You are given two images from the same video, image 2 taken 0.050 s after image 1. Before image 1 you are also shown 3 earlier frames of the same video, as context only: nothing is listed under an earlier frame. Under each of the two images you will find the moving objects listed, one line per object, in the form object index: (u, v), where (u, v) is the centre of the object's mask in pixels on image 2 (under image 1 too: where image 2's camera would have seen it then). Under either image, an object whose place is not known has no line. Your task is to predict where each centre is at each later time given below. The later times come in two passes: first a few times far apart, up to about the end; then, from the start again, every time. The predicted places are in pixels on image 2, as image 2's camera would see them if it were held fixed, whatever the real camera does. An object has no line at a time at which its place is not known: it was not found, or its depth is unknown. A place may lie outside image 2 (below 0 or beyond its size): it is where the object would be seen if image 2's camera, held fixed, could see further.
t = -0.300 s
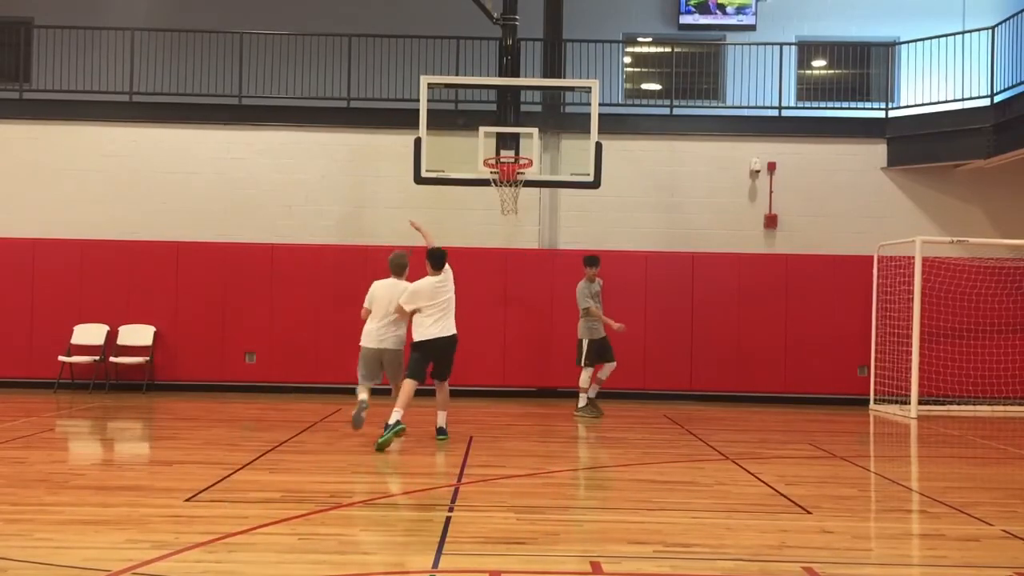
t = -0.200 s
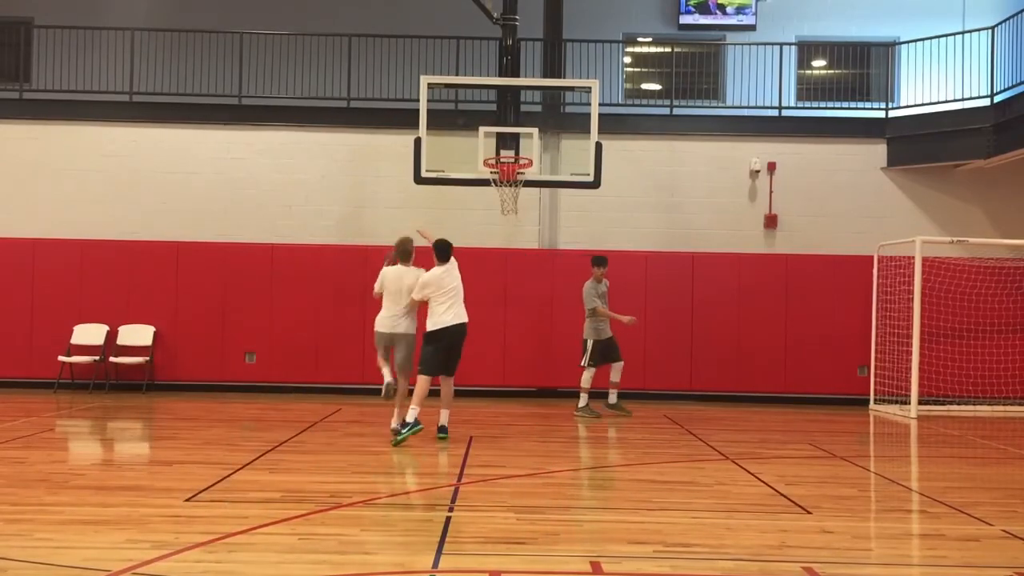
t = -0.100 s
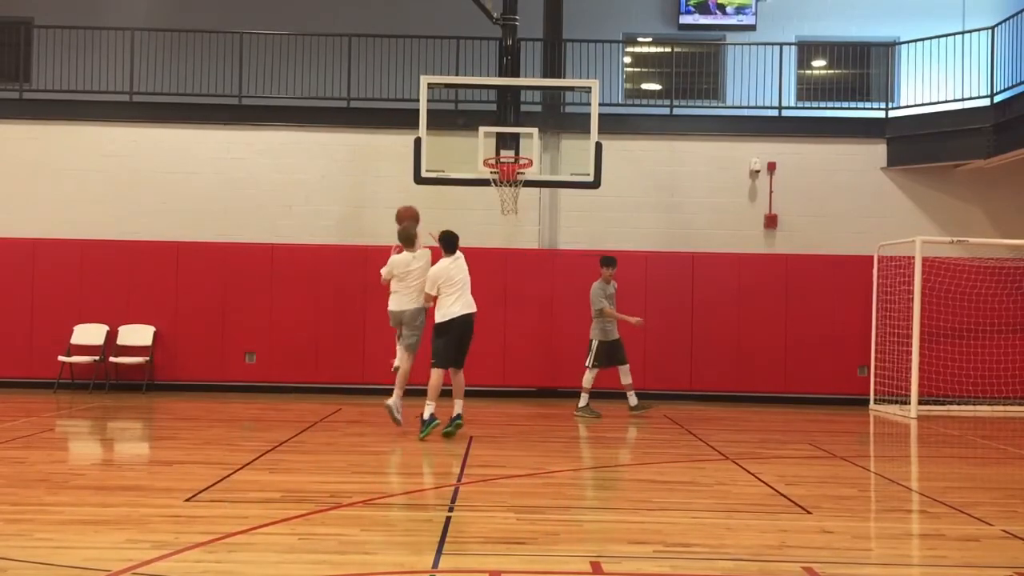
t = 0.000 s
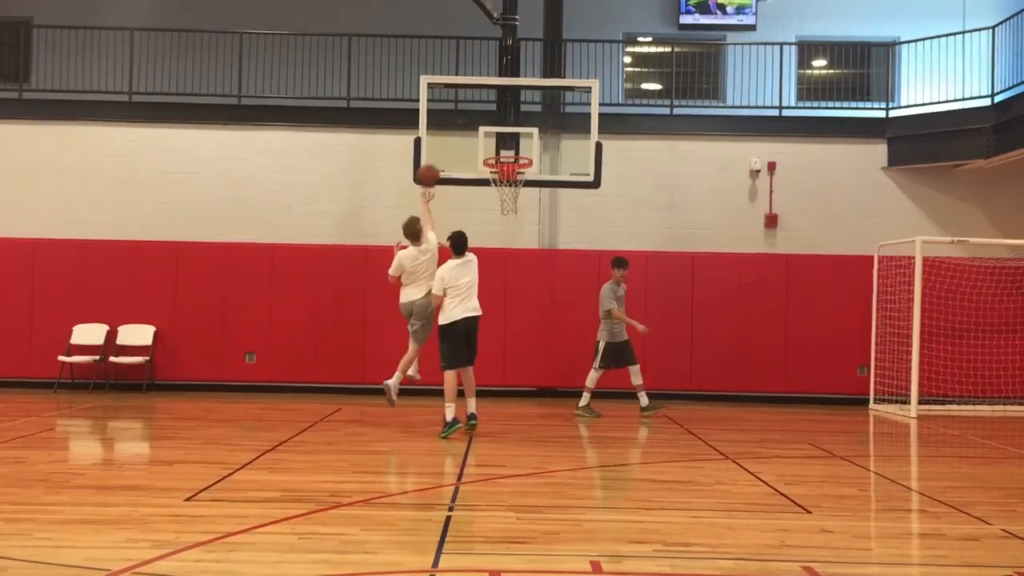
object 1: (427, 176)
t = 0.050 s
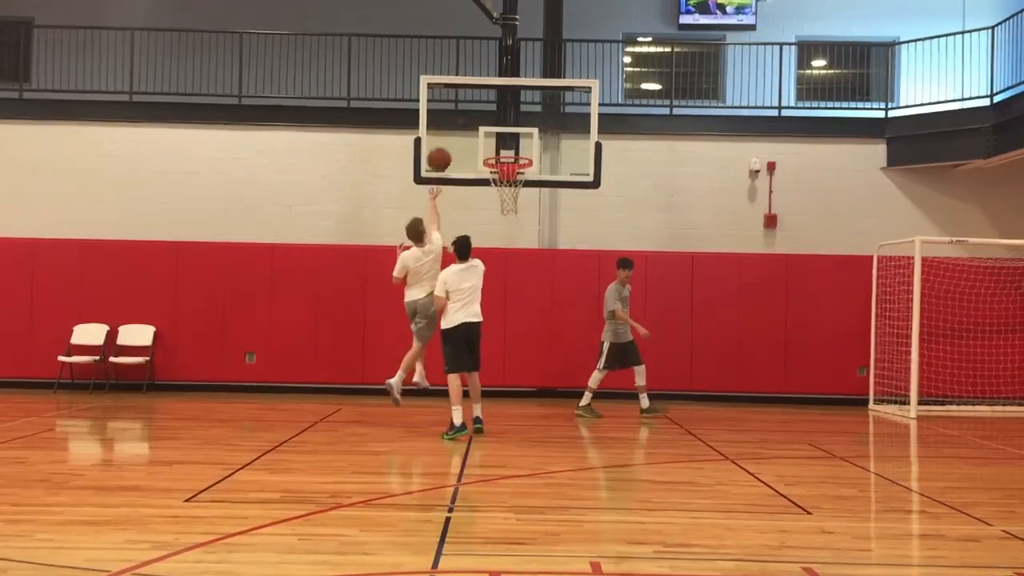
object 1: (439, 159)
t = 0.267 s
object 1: (486, 116)
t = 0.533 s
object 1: (523, 119)
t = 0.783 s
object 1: (552, 182)
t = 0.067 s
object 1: (443, 154)
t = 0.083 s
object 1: (446, 149)
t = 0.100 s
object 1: (450, 145)
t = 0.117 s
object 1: (454, 141)
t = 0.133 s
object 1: (457, 137)
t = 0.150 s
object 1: (461, 133)
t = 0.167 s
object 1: (464, 130)
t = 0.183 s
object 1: (468, 127)
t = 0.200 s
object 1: (471, 124)
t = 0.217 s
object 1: (475, 121)
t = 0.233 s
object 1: (479, 119)
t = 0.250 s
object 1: (481, 118)
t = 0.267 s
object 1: (486, 116)
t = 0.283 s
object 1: (489, 115)
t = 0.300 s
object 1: (492, 114)
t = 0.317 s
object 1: (496, 114)
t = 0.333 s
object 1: (499, 113)
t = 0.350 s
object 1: (502, 113)
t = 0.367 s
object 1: (504, 112)
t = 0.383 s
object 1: (505, 112)
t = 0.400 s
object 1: (507, 111)
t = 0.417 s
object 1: (510, 113)
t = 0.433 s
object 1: (511, 112)
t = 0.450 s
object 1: (513, 113)
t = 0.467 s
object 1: (515, 114)
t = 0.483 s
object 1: (517, 114)
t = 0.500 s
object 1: (519, 115)
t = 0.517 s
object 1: (521, 116)
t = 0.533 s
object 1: (523, 119)
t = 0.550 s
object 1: (525, 121)
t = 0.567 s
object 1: (527, 124)
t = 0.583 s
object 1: (529, 126)
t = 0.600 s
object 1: (531, 129)
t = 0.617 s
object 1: (533, 133)
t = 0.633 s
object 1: (534, 136)
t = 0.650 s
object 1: (537, 140)
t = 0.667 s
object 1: (538, 145)
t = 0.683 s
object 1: (540, 150)
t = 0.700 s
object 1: (542, 154)
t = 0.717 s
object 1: (544, 159)
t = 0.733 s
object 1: (546, 165)
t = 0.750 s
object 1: (548, 170)
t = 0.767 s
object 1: (550, 175)
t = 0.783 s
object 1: (552, 182)
